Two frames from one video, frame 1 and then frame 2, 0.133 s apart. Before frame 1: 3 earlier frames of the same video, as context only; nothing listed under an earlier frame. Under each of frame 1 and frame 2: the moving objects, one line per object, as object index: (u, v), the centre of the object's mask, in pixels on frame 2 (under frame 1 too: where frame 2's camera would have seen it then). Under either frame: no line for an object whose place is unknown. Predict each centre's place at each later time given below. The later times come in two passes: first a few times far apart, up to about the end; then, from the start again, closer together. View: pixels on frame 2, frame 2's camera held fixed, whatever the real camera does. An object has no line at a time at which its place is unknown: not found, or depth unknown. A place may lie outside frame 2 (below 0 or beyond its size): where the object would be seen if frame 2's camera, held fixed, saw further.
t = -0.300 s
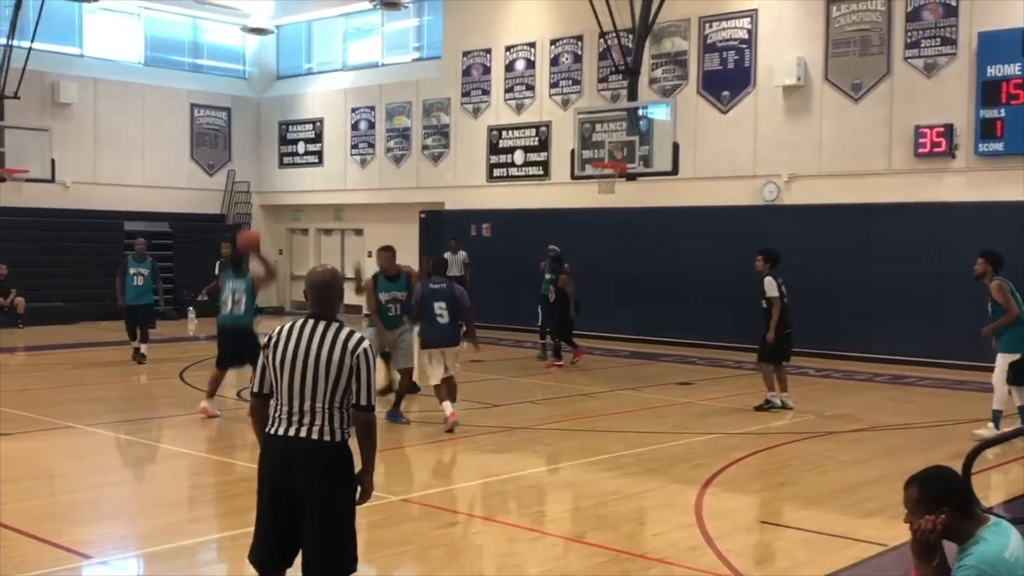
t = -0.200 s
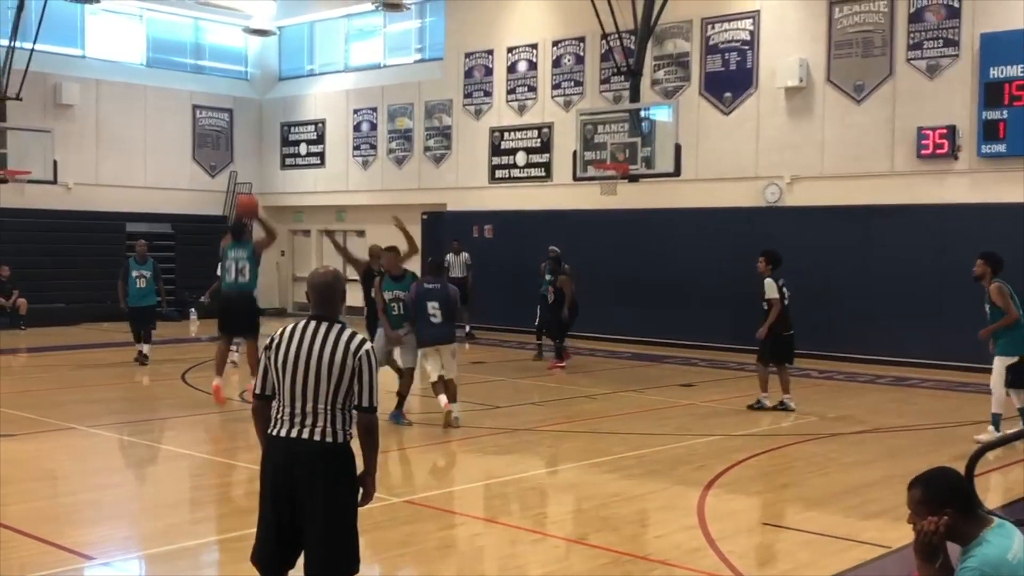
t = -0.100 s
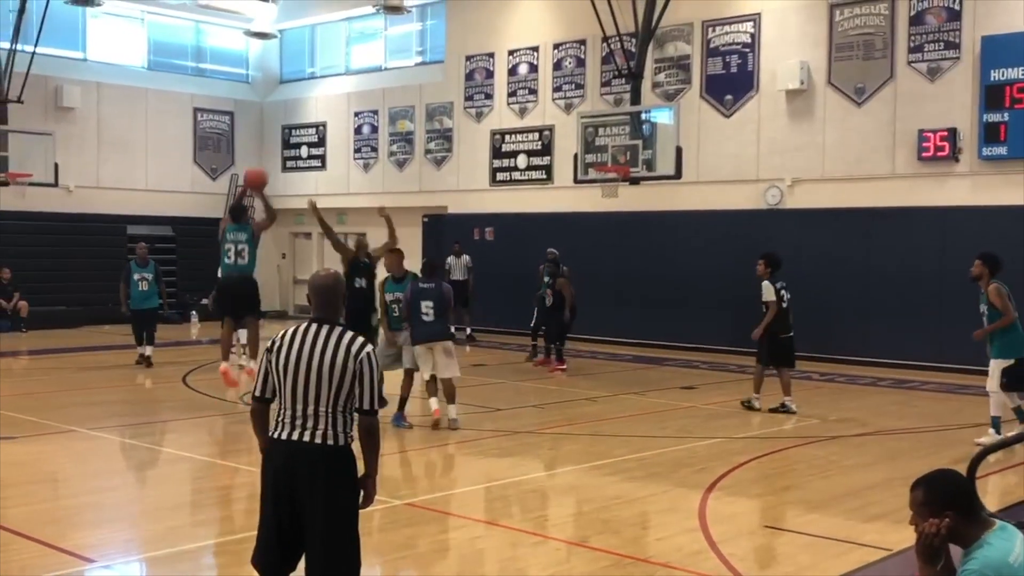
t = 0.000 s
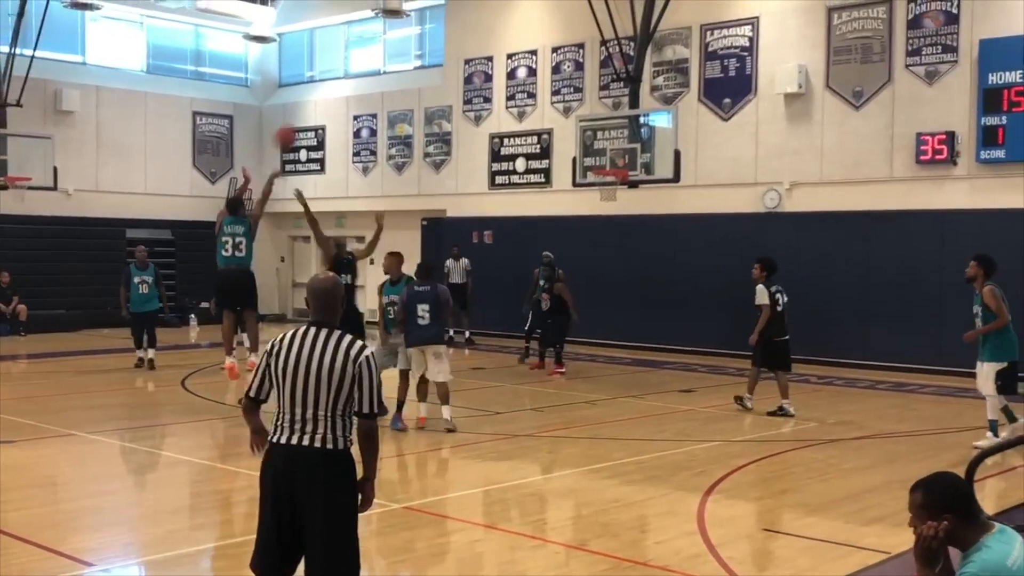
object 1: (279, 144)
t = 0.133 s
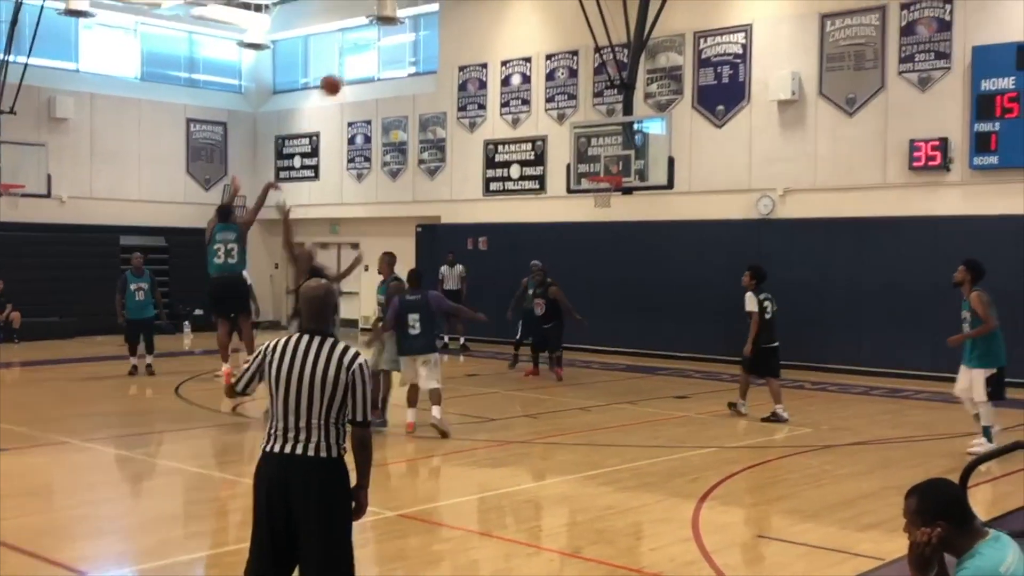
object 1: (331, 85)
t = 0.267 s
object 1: (376, 48)
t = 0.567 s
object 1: (461, 24)
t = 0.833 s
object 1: (523, 58)
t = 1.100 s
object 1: (577, 134)
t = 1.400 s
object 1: (611, 216)
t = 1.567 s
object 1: (620, 260)
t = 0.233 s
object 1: (365, 54)
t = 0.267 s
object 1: (376, 48)
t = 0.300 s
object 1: (386, 41)
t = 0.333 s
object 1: (397, 35)
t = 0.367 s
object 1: (406, 31)
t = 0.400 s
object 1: (416, 27)
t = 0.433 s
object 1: (426, 25)
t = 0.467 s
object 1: (435, 23)
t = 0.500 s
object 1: (444, 22)
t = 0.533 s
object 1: (452, 23)
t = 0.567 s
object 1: (461, 24)
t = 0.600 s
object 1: (469, 26)
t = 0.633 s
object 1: (478, 28)
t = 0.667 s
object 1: (486, 31)
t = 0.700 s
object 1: (494, 35)
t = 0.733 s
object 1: (501, 40)
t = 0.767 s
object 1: (509, 45)
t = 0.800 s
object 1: (516, 51)
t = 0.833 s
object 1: (523, 58)
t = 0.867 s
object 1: (531, 66)
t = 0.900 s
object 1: (536, 74)
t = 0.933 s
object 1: (546, 83)
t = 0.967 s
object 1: (550, 94)
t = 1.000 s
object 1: (558, 101)
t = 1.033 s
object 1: (564, 114)
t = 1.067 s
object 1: (571, 122)
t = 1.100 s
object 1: (577, 134)
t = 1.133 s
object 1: (583, 145)
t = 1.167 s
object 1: (591, 160)
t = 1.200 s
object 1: (595, 171)
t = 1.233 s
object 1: (600, 187)
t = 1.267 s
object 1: (603, 196)
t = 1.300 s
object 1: (605, 199)
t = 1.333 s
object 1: (607, 204)
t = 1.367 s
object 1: (609, 210)
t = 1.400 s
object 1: (611, 216)
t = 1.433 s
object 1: (613, 224)
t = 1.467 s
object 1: (614, 231)
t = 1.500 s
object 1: (616, 240)
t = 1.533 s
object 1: (618, 250)
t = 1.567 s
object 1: (620, 260)
